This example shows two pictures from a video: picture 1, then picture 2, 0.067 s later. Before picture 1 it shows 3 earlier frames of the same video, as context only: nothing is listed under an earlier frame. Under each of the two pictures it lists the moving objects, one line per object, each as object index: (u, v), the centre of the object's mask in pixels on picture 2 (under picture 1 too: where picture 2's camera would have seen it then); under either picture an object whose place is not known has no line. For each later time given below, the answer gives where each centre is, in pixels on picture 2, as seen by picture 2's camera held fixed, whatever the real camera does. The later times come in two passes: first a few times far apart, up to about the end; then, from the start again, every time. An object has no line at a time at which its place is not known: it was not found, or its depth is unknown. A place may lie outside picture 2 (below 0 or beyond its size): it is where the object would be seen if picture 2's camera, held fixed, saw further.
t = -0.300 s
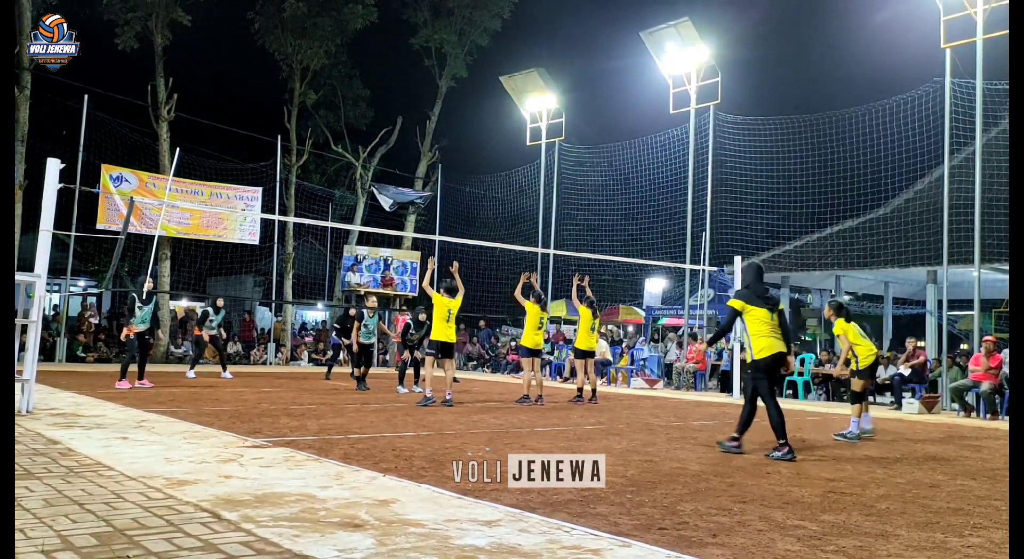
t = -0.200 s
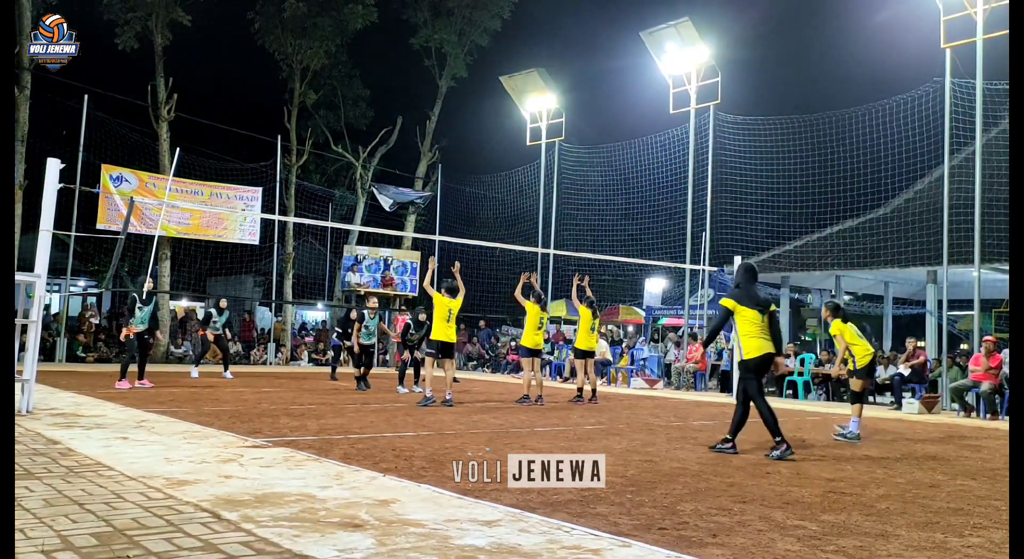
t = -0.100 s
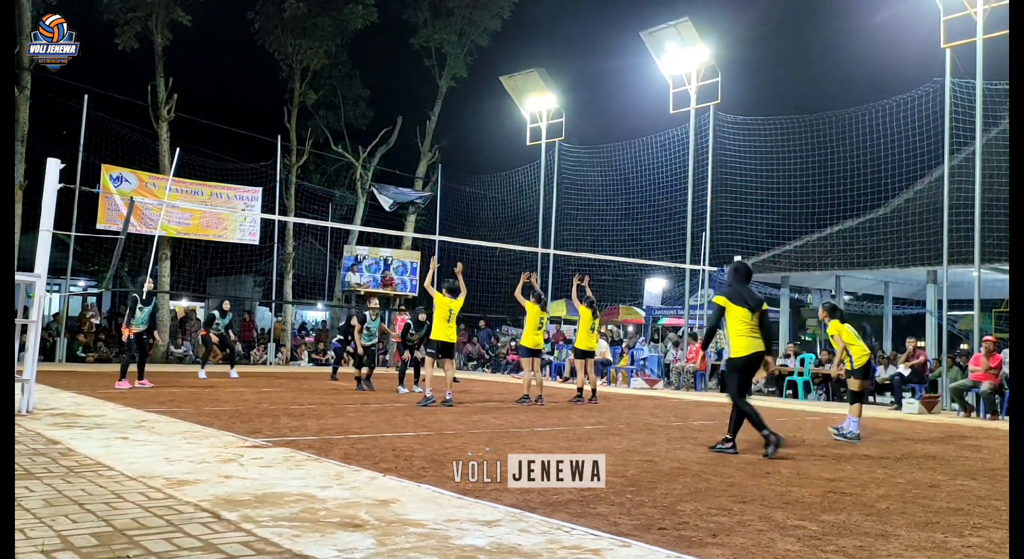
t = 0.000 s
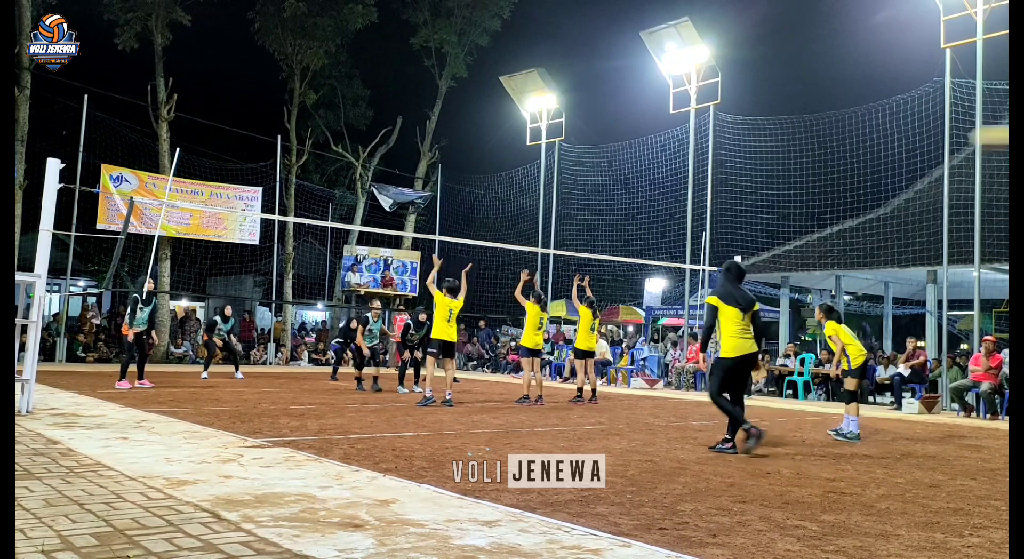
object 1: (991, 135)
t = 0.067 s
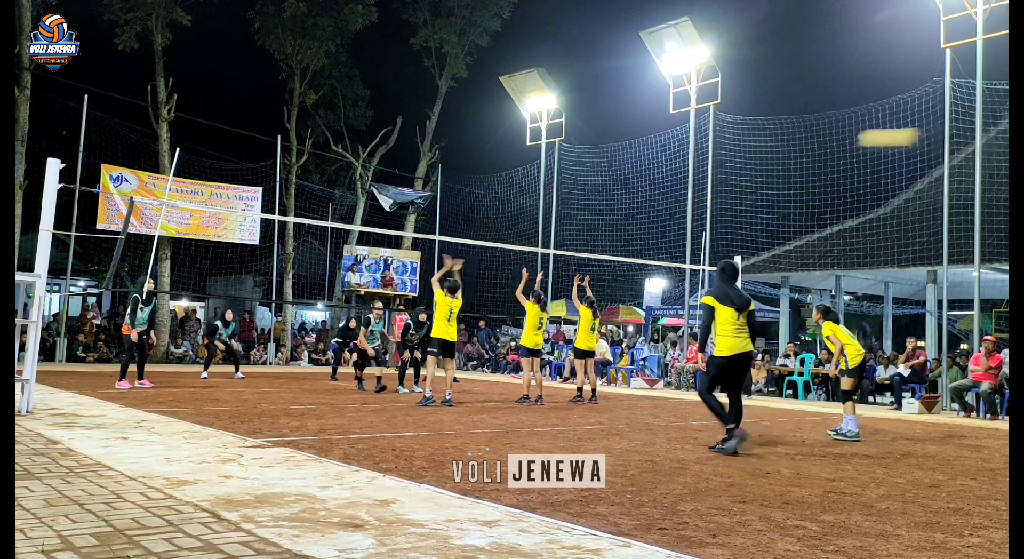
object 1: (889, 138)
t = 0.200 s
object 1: (708, 150)
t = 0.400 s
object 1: (509, 188)
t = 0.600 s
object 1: (370, 241)
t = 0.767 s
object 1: (278, 294)
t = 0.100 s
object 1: (838, 140)
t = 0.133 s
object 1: (791, 143)
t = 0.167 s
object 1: (748, 146)
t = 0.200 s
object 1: (708, 150)
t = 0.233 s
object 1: (667, 155)
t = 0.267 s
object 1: (631, 159)
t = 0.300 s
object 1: (599, 166)
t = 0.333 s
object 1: (568, 173)
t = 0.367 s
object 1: (537, 180)
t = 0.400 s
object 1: (509, 188)
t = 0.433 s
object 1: (483, 196)
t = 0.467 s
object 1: (459, 205)
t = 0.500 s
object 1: (434, 214)
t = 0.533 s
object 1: (412, 221)
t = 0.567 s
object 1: (389, 232)
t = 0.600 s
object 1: (370, 241)
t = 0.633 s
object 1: (345, 253)
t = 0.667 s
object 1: (330, 263)
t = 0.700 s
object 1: (311, 274)
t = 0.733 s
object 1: (294, 285)
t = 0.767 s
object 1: (278, 294)
